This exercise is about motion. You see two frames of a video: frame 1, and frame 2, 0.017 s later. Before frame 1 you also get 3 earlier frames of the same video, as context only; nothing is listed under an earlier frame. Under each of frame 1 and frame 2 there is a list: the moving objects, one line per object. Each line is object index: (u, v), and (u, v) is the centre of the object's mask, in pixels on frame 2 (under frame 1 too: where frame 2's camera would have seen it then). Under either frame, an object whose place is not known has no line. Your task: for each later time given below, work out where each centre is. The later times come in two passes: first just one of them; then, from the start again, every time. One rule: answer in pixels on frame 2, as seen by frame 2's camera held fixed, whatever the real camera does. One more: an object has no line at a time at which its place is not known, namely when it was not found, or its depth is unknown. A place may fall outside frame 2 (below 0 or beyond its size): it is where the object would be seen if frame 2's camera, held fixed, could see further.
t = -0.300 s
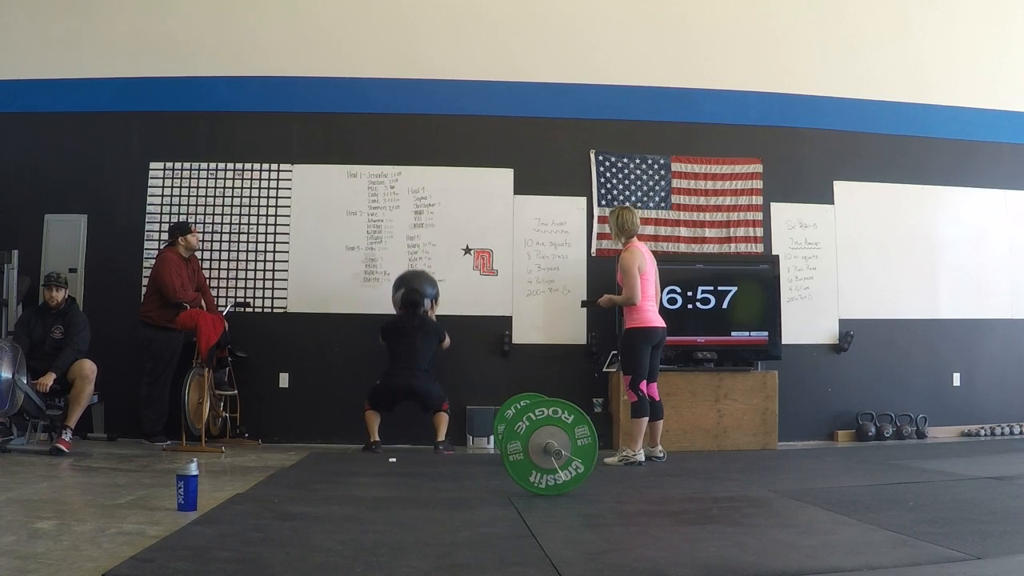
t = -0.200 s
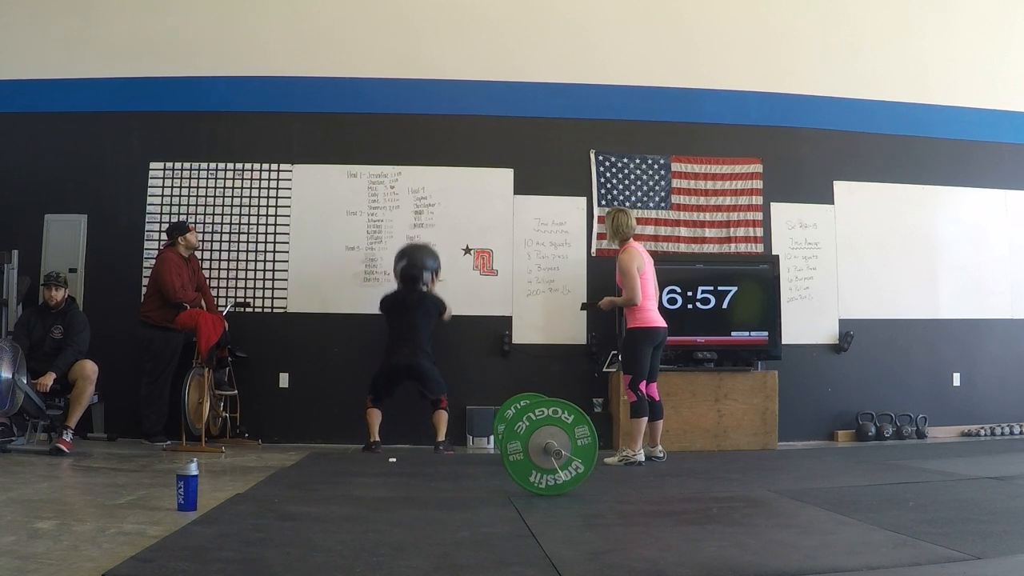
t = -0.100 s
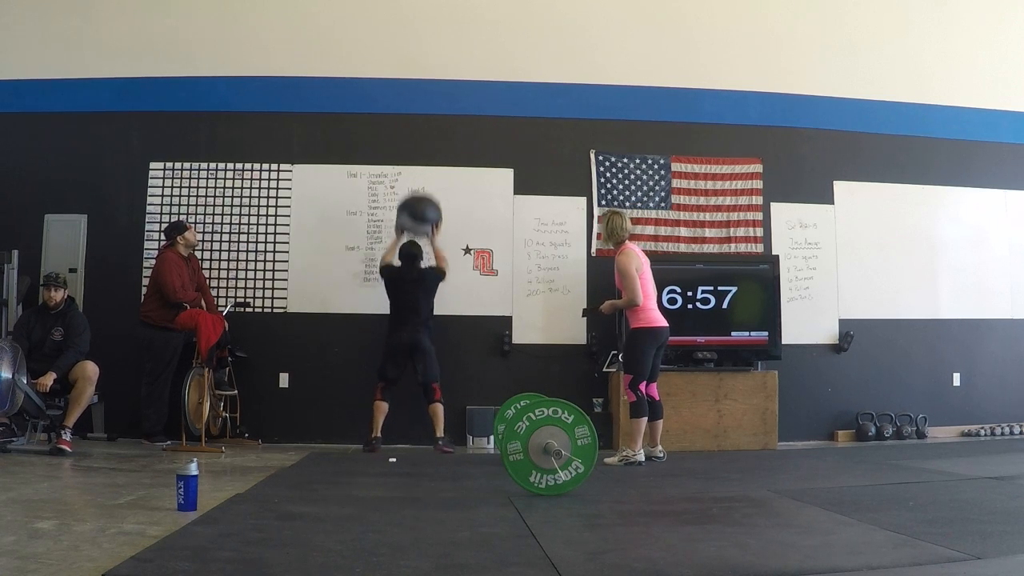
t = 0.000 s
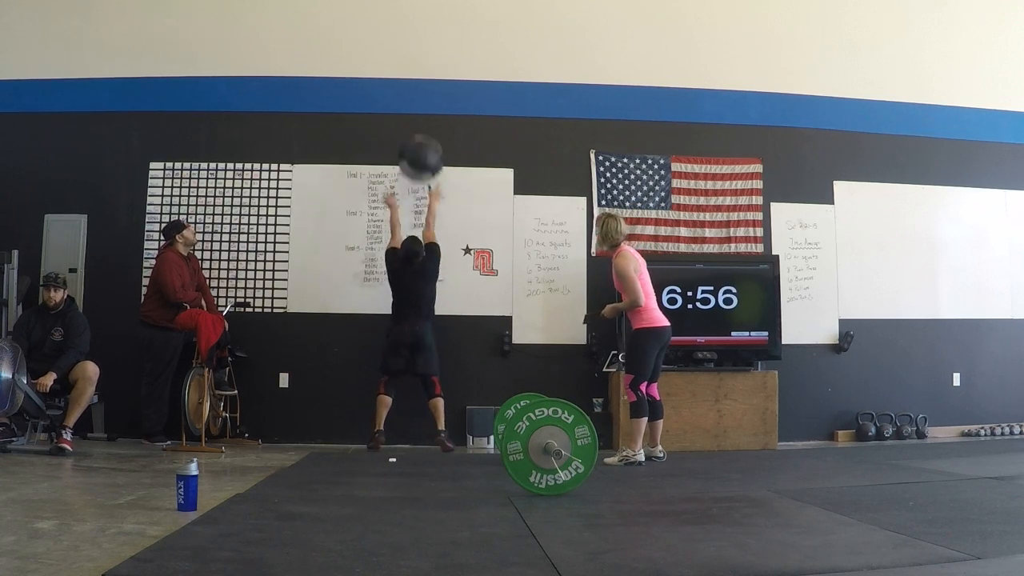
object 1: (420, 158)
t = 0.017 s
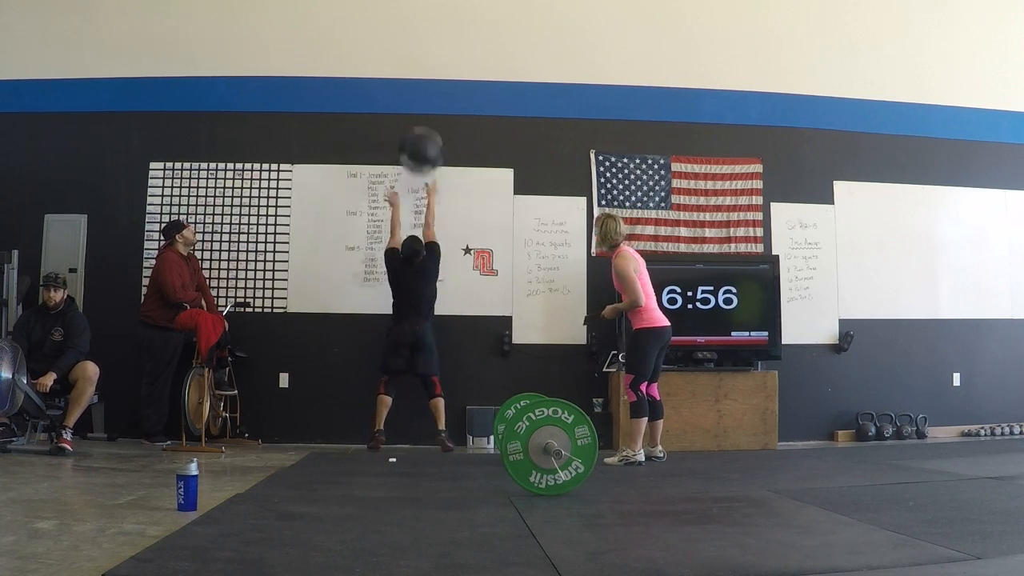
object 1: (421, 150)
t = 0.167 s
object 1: (422, 96)
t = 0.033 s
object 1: (421, 143)
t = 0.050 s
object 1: (421, 137)
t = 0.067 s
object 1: (421, 130)
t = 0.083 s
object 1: (421, 124)
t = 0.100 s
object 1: (421, 117)
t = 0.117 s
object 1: (422, 111)
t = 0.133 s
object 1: (421, 106)
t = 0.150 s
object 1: (422, 101)
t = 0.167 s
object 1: (422, 96)
